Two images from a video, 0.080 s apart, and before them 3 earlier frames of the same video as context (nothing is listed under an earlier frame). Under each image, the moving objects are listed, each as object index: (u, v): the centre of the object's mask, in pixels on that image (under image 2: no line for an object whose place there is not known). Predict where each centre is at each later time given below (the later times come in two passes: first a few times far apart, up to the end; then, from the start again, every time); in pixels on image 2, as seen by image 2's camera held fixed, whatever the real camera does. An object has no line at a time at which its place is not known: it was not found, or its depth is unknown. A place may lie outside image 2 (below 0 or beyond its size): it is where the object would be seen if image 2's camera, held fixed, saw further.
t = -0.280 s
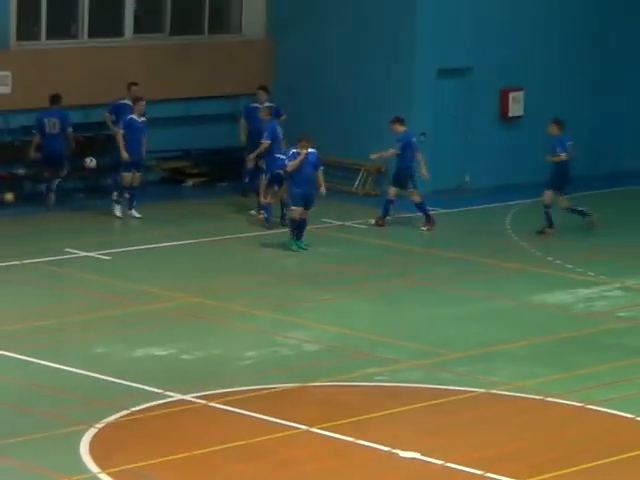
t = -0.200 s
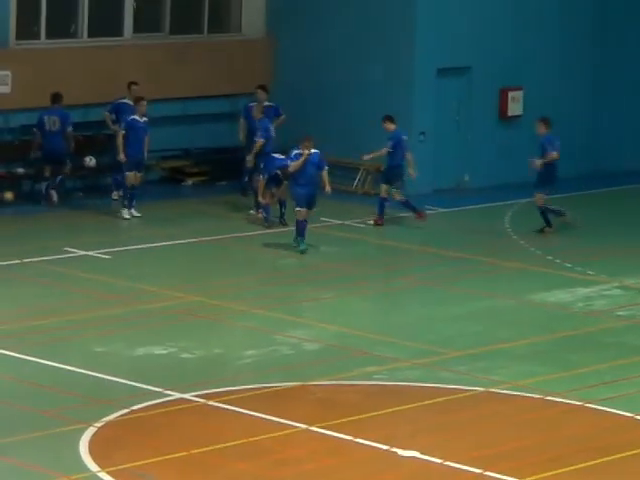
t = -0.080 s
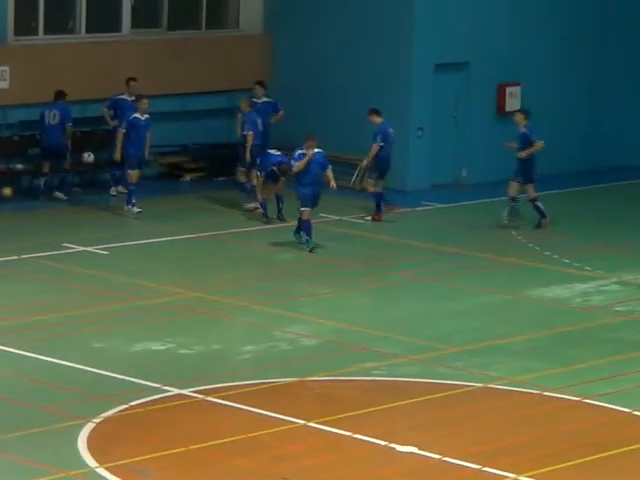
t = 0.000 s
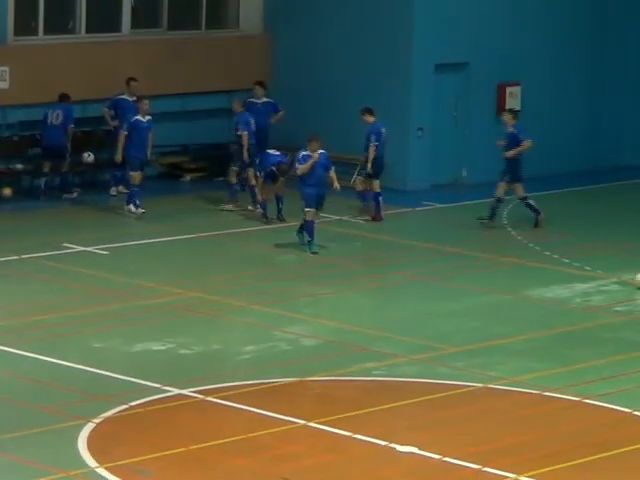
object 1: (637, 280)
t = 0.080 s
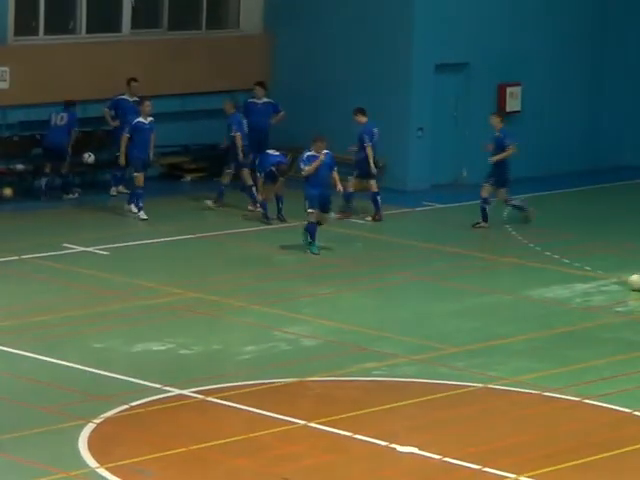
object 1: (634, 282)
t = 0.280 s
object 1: (616, 286)
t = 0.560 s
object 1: (591, 291)
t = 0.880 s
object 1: (564, 297)
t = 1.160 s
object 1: (540, 302)
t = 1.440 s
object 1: (516, 308)
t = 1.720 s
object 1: (493, 314)
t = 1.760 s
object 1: (490, 315)
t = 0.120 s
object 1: (631, 283)
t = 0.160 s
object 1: (628, 284)
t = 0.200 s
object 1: (624, 284)
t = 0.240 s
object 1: (620, 285)
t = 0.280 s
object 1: (616, 286)
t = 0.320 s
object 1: (614, 286)
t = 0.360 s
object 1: (610, 287)
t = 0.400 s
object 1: (608, 288)
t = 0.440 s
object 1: (602, 289)
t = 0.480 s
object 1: (598, 289)
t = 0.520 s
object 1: (595, 290)
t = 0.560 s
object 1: (591, 291)
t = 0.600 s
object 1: (588, 292)
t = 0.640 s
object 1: (585, 293)
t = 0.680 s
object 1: (582, 294)
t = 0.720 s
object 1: (578, 295)
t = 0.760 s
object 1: (575, 295)
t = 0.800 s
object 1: (571, 296)
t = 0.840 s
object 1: (568, 297)
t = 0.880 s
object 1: (564, 297)
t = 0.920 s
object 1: (560, 298)
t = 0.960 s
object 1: (557, 299)
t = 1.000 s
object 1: (554, 299)
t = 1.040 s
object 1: (551, 300)
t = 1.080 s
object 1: (547, 301)
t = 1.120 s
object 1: (543, 301)
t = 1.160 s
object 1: (540, 302)
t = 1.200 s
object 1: (537, 303)
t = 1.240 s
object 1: (533, 304)
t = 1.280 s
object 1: (530, 305)
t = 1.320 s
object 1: (527, 306)
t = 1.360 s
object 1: (523, 306)
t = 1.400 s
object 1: (520, 307)
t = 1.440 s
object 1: (516, 308)
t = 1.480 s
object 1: (513, 309)
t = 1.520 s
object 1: (510, 310)
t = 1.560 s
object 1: (507, 310)
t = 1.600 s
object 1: (503, 311)
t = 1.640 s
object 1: (499, 312)
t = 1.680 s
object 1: (497, 313)
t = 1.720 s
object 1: (493, 314)
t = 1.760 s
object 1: (490, 315)
